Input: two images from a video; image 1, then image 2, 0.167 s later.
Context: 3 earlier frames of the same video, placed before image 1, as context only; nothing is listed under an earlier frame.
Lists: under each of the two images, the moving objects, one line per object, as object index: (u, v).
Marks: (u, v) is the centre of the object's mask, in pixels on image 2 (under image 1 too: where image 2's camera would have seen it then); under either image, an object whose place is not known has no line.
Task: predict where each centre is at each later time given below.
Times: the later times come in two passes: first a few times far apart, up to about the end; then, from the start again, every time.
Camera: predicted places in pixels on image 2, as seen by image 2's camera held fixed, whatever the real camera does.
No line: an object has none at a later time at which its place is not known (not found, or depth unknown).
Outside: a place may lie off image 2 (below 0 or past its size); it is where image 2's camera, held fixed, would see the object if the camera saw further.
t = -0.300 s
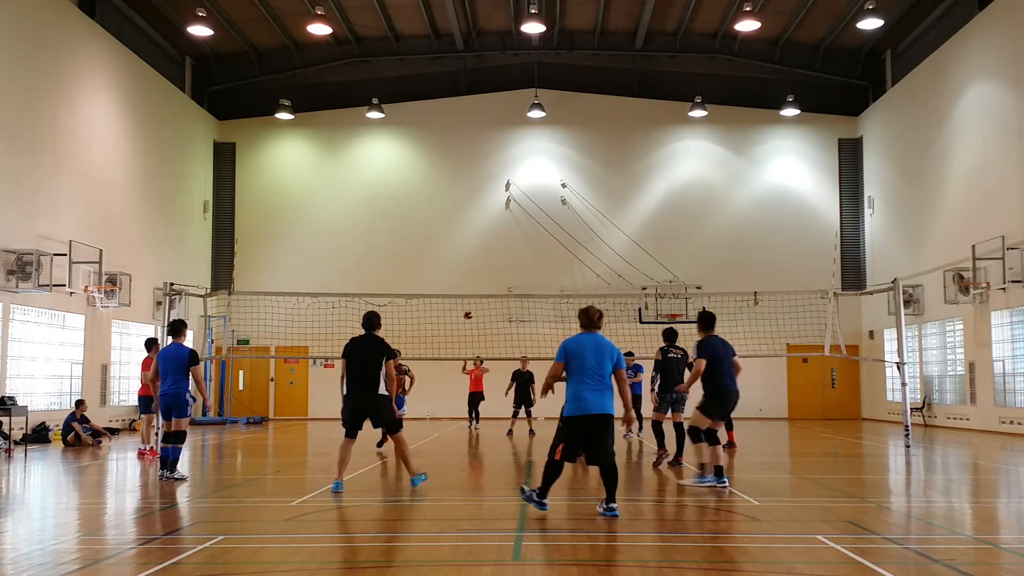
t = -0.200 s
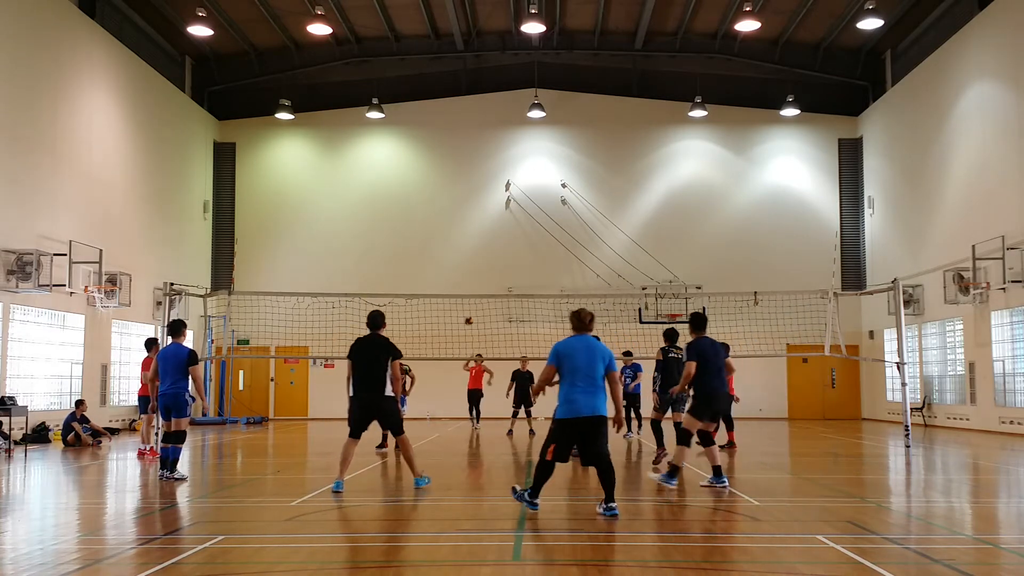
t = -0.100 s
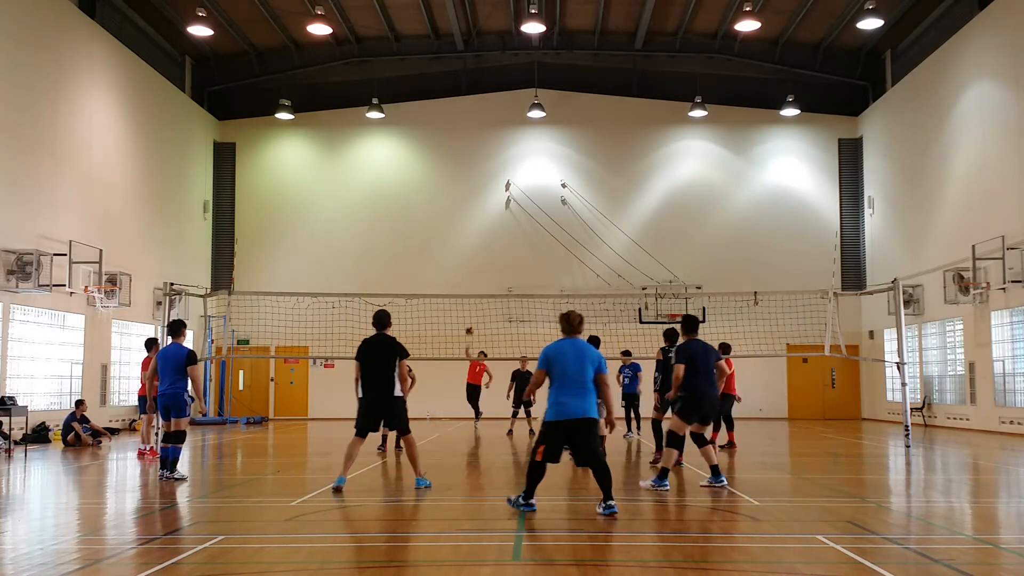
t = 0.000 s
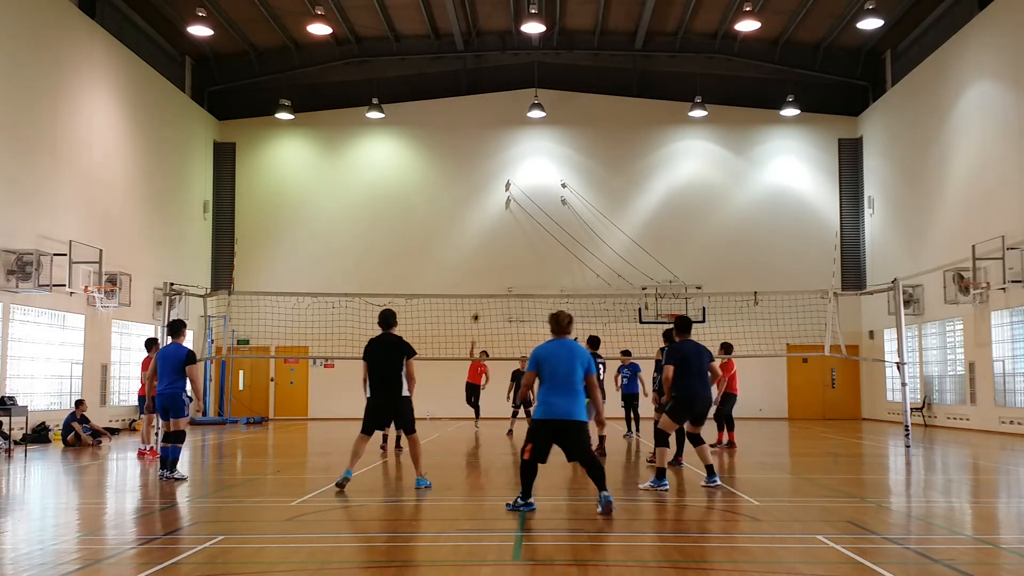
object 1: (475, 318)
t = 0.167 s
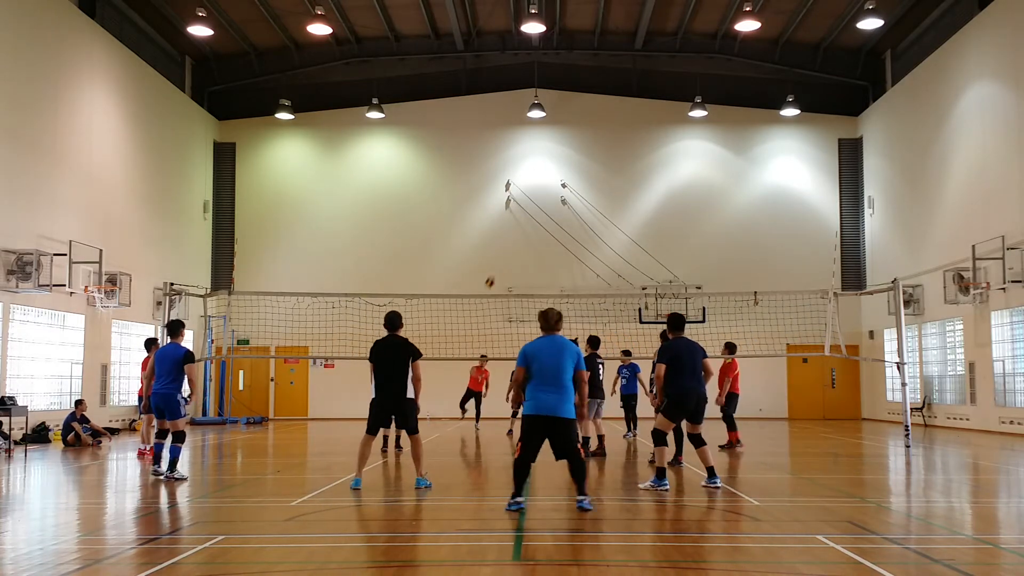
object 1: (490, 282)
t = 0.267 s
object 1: (500, 263)
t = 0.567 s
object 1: (524, 224)
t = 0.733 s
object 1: (538, 228)
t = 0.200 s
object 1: (493, 276)
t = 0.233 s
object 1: (496, 269)
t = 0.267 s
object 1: (500, 263)
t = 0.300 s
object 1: (502, 258)
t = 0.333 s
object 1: (505, 251)
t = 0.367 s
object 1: (508, 246)
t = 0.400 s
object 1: (511, 240)
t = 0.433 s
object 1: (513, 236)
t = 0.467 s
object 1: (516, 232)
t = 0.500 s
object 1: (519, 228)
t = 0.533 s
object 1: (521, 226)
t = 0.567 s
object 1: (524, 224)
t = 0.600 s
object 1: (526, 223)
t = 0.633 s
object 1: (529, 223)
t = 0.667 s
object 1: (532, 224)
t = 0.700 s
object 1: (535, 225)
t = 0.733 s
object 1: (538, 228)
